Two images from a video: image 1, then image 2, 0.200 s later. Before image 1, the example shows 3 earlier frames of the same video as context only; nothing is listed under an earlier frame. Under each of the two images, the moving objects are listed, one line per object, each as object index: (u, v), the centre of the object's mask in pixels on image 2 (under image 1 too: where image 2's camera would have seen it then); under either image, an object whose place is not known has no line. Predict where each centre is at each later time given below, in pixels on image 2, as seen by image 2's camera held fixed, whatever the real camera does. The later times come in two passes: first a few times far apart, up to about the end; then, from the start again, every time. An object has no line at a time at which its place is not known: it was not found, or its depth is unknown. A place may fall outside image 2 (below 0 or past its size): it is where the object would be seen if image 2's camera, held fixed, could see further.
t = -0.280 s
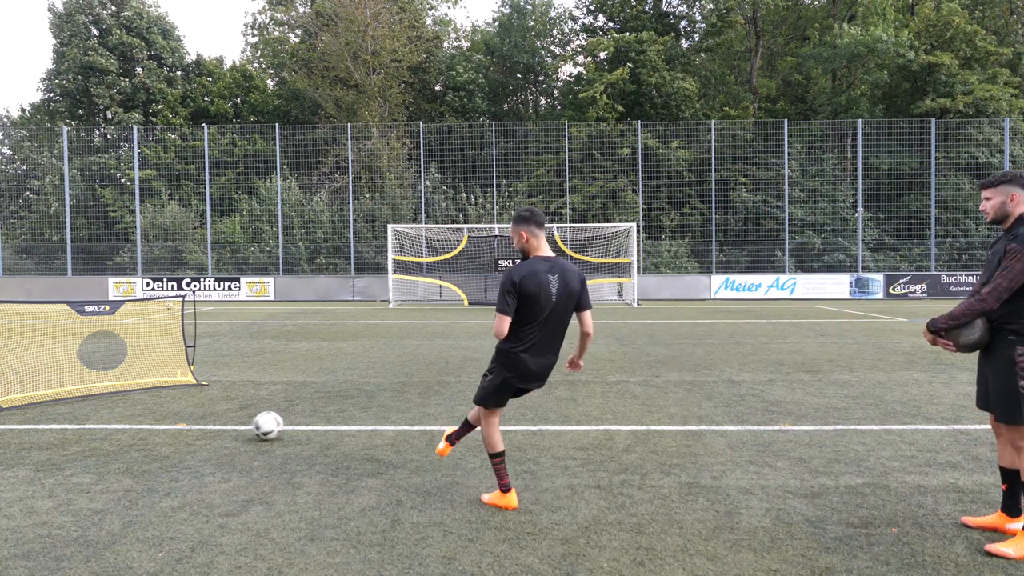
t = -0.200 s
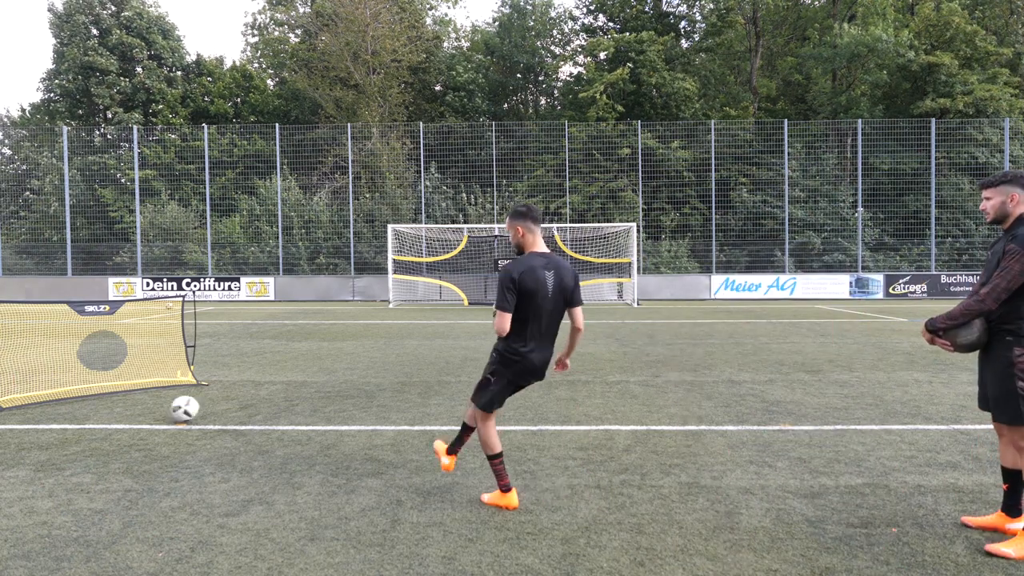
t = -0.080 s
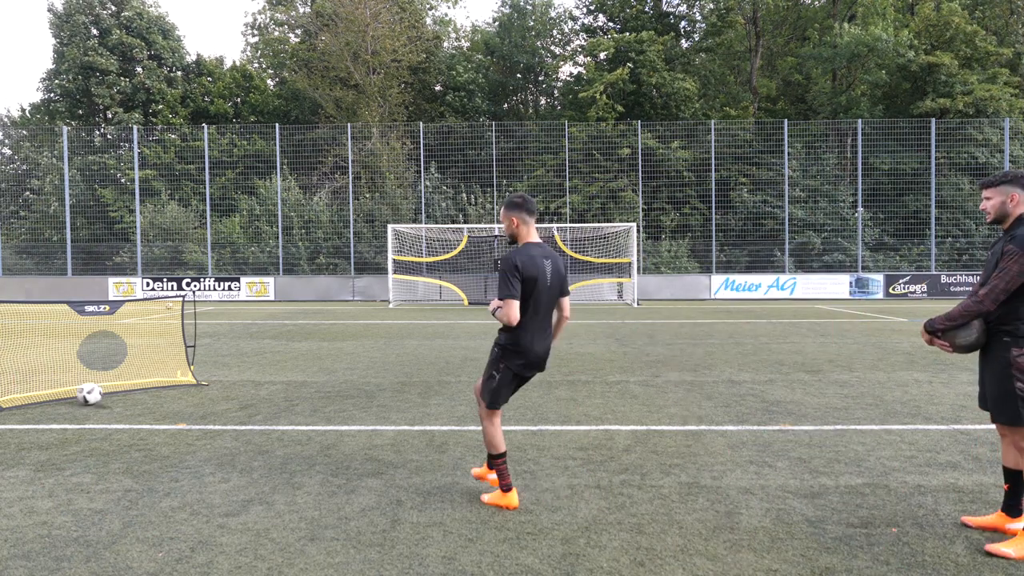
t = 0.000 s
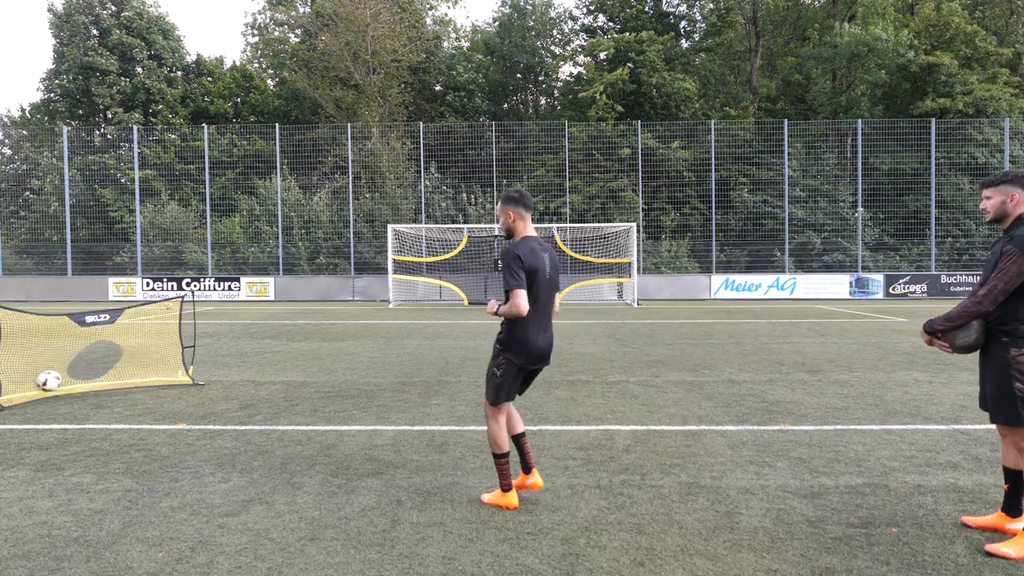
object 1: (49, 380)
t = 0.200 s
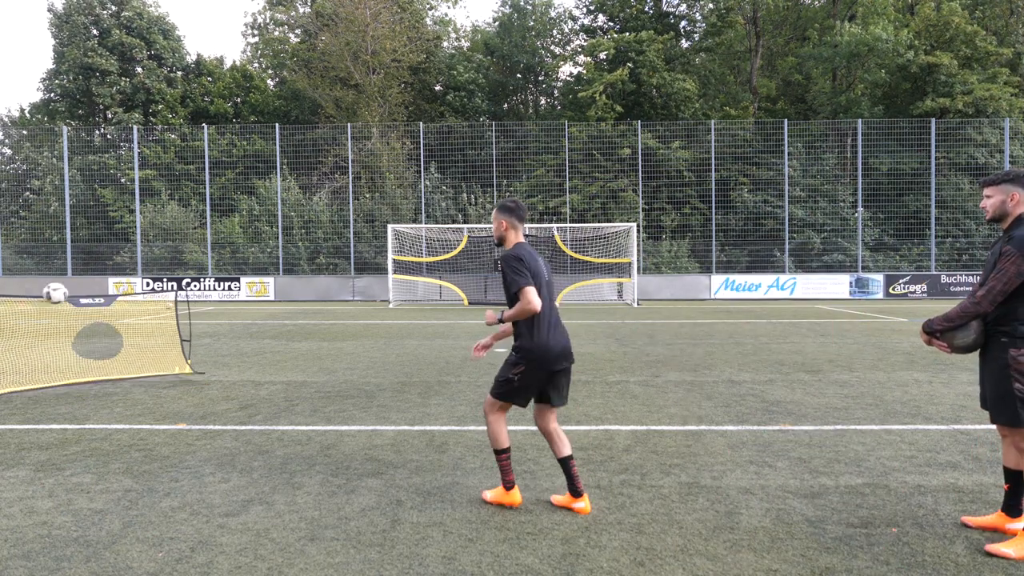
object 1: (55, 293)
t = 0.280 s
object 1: (64, 259)
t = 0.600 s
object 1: (102, 179)
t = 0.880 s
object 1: (138, 187)
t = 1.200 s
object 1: (186, 296)
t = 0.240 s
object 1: (59, 275)
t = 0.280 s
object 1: (64, 259)
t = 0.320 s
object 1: (68, 244)
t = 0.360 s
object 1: (73, 231)
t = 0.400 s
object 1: (77, 218)
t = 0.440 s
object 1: (82, 207)
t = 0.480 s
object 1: (87, 198)
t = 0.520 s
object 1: (92, 190)
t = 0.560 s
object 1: (97, 183)
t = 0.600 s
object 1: (102, 179)
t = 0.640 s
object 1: (106, 175)
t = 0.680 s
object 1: (112, 173)
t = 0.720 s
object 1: (117, 173)
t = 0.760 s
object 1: (122, 173)
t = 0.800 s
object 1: (127, 176)
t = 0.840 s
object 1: (132, 181)
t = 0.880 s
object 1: (138, 187)
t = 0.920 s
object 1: (144, 194)
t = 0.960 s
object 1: (149, 204)
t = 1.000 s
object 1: (155, 215)
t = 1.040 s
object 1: (161, 229)
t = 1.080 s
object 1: (167, 243)
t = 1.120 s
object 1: (173, 259)
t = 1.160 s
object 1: (180, 277)
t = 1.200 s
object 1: (186, 296)
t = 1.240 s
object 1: (192, 319)
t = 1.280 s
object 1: (199, 342)
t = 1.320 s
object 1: (205, 367)
